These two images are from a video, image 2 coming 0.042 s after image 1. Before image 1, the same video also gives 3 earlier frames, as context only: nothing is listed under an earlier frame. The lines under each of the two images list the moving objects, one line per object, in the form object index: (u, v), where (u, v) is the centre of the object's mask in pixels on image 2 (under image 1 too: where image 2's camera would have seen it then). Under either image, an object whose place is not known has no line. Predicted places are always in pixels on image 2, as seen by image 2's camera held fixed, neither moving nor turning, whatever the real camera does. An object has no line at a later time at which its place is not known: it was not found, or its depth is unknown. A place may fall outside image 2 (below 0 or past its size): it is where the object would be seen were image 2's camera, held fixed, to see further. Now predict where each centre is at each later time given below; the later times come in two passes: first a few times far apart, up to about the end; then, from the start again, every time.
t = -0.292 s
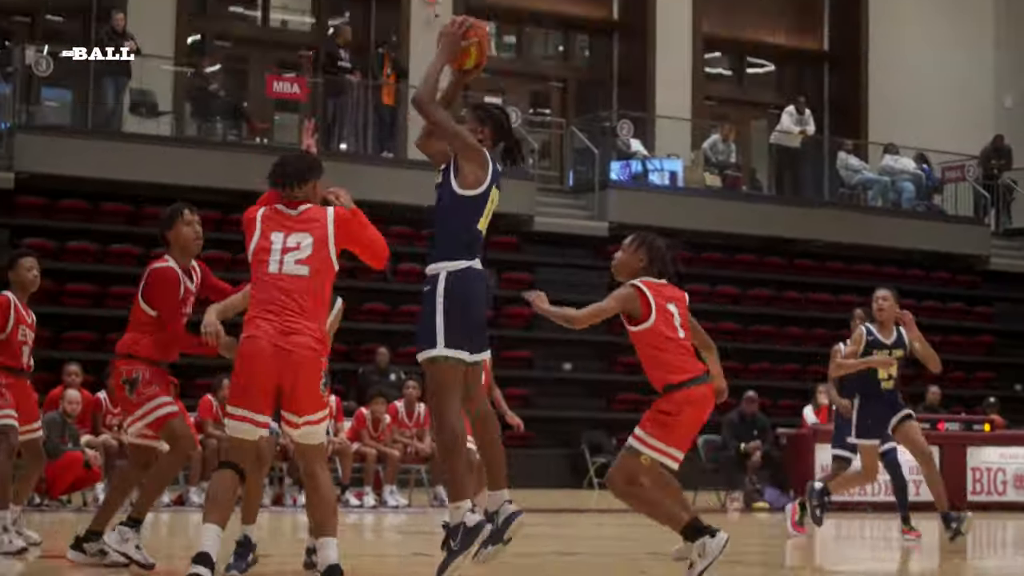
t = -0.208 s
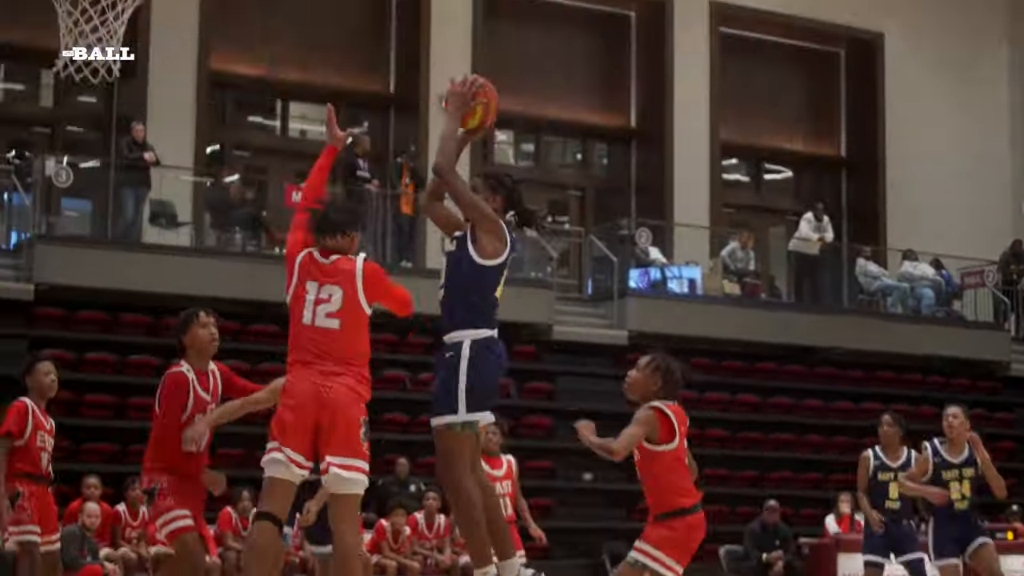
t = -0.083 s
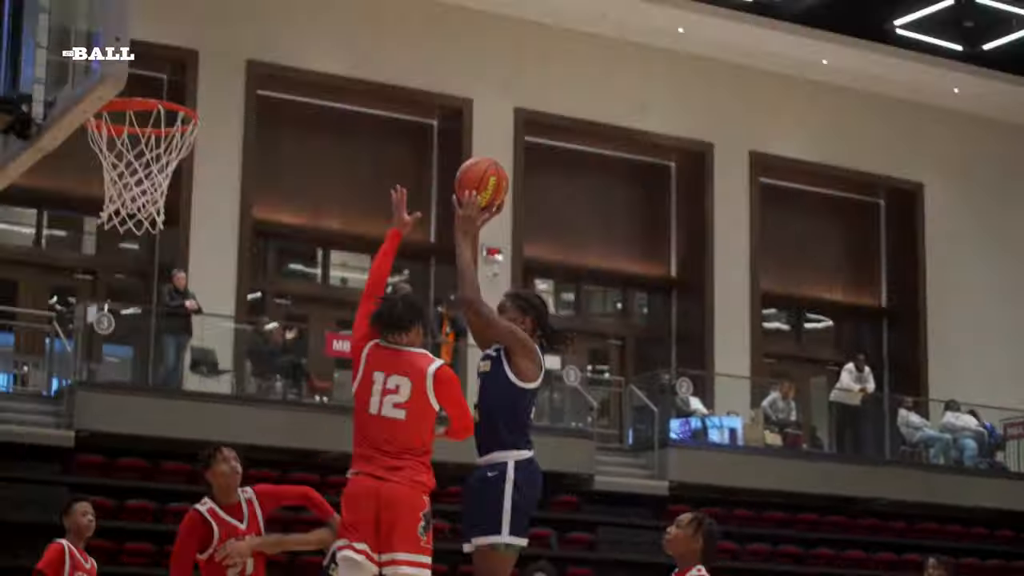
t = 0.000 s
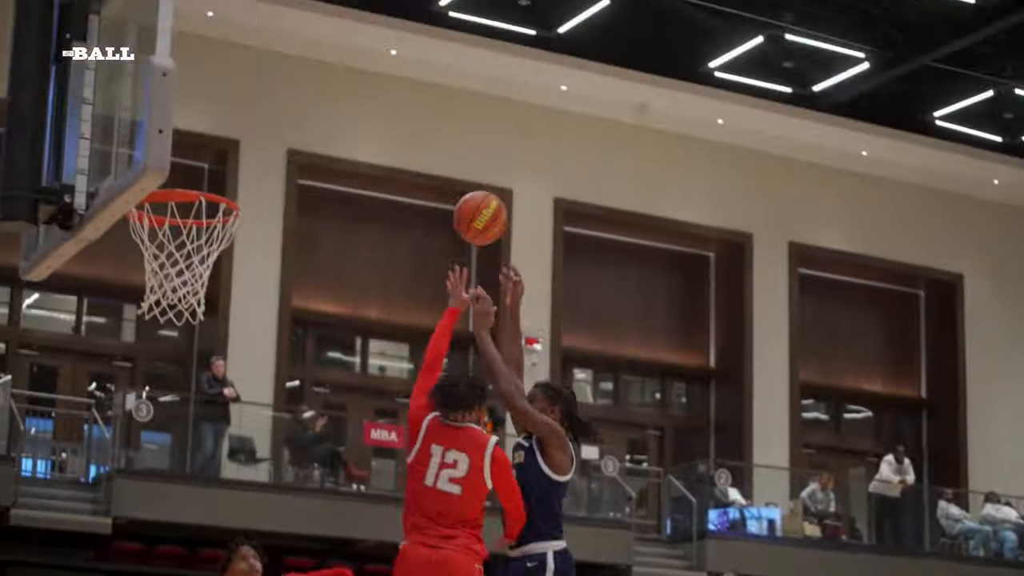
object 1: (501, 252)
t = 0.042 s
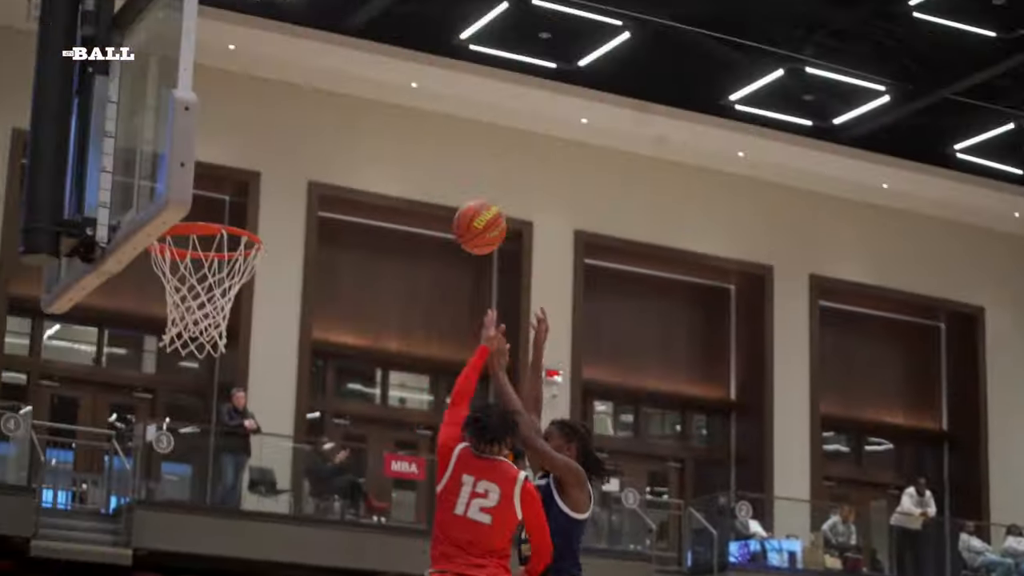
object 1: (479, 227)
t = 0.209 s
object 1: (392, 167)
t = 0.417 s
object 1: (271, 173)
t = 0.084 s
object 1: (458, 207)
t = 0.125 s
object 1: (436, 190)
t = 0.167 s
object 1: (415, 177)
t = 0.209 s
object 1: (392, 167)
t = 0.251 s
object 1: (368, 162)
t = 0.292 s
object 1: (346, 160)
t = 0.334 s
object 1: (322, 160)
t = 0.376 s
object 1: (297, 165)
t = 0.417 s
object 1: (271, 173)
